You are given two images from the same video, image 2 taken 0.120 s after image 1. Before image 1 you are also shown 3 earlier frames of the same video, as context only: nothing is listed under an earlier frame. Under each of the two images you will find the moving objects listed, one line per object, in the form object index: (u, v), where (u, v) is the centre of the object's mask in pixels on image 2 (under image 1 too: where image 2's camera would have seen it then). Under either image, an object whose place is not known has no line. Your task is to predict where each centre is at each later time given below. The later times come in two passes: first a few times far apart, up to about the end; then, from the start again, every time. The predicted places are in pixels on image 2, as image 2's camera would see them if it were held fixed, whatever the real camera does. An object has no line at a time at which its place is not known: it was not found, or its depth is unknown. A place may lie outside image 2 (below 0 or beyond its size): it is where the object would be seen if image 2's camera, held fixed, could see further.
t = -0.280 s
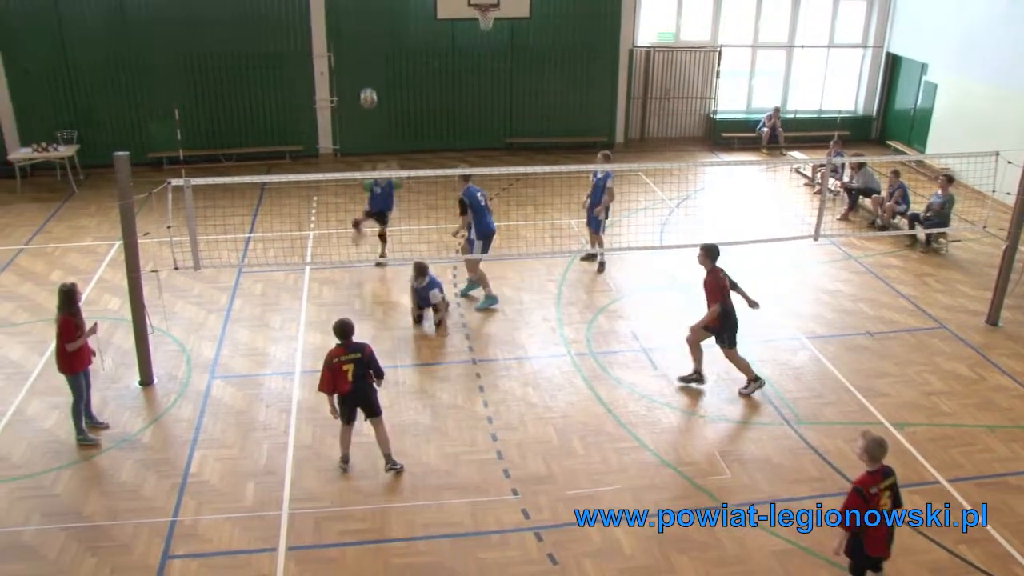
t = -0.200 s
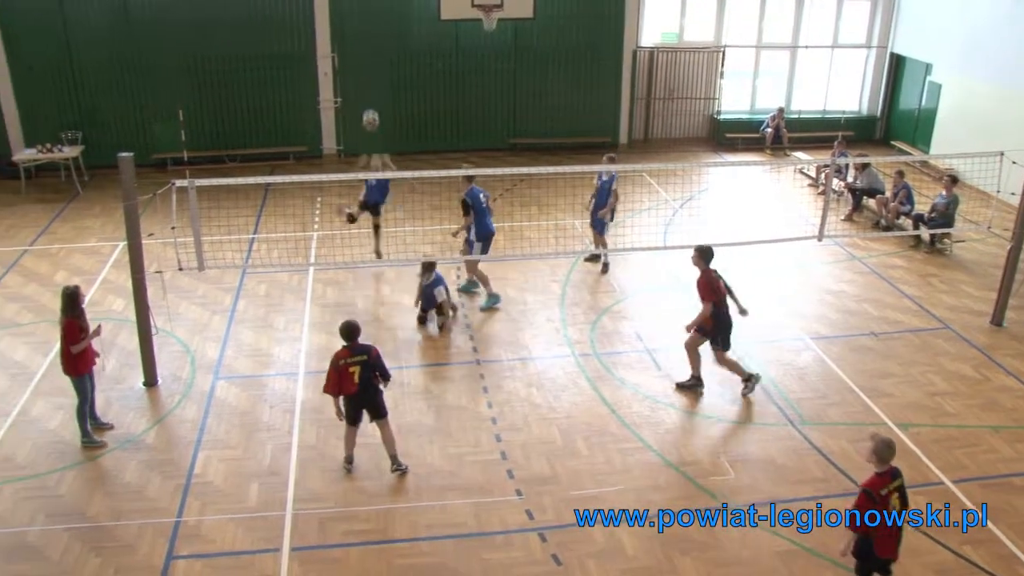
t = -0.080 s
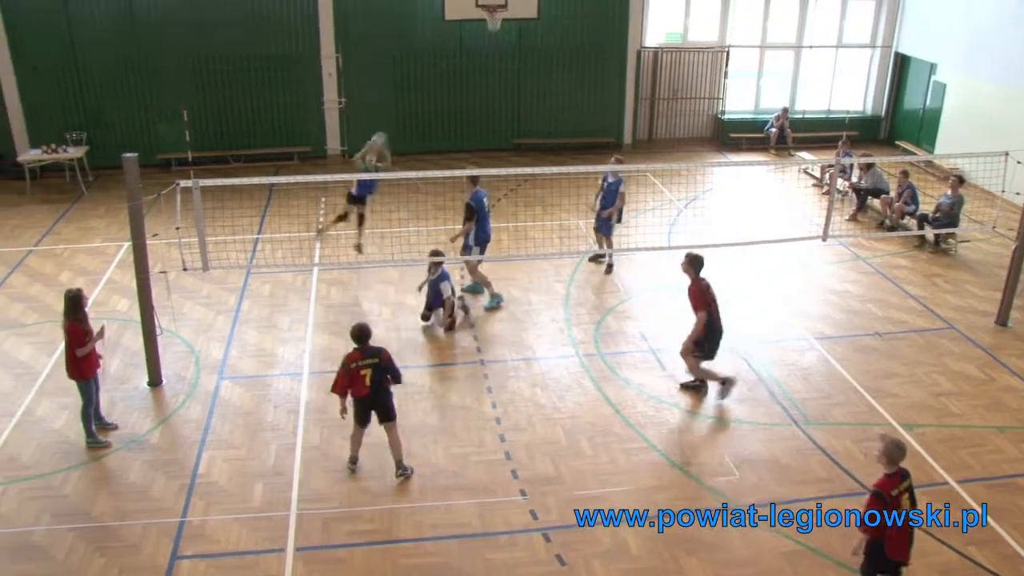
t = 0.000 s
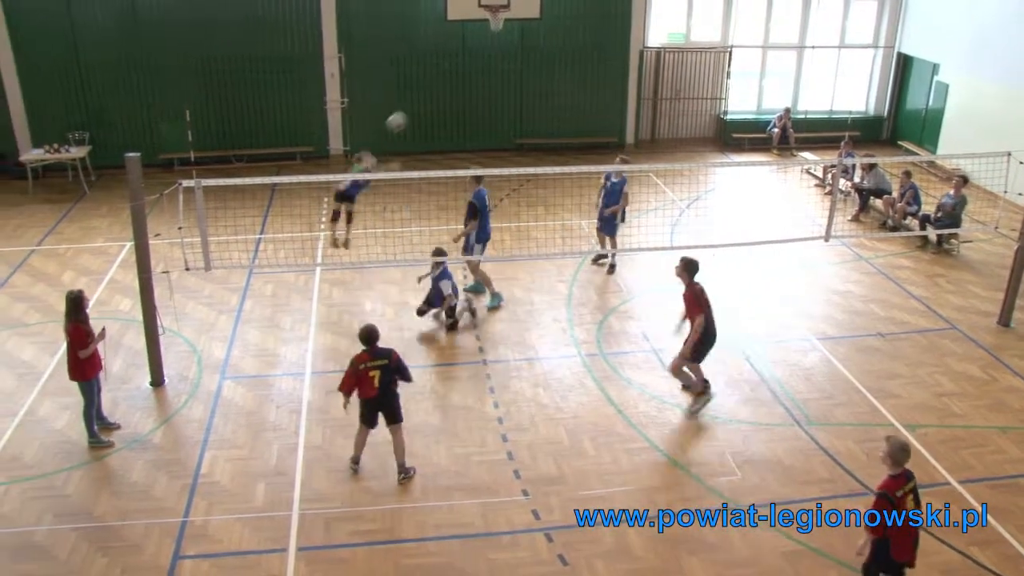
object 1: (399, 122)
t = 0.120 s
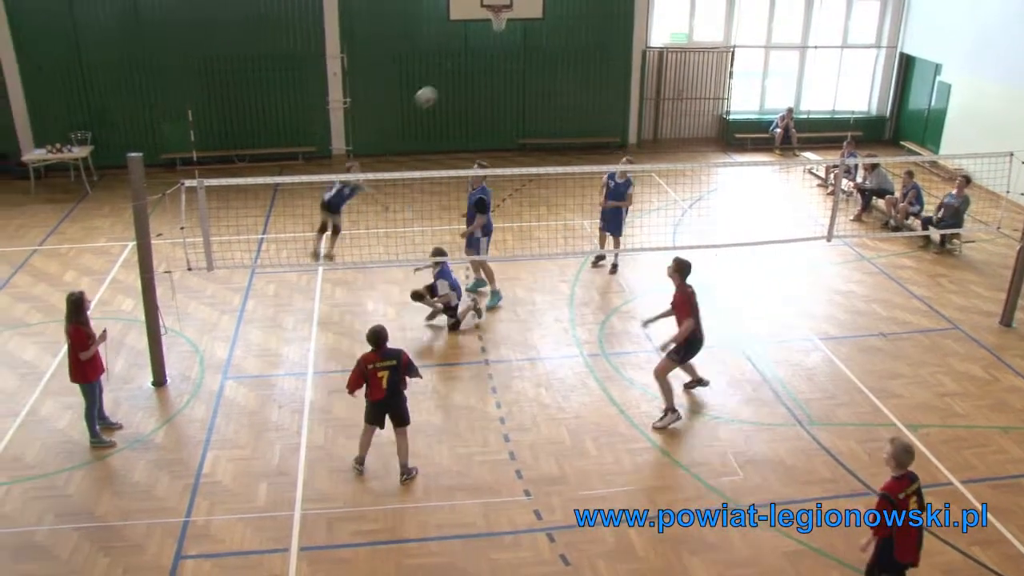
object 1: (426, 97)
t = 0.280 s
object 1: (465, 79)
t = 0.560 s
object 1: (545, 104)
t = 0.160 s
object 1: (435, 90)
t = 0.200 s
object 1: (445, 85)
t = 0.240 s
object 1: (455, 82)
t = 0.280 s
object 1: (465, 79)
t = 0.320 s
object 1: (476, 78)
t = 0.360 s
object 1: (486, 78)
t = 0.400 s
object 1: (498, 80)
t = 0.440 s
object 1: (508, 84)
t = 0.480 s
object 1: (520, 88)
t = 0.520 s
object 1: (532, 94)
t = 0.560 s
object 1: (545, 104)
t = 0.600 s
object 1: (558, 115)
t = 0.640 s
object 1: (572, 127)
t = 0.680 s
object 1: (585, 141)
